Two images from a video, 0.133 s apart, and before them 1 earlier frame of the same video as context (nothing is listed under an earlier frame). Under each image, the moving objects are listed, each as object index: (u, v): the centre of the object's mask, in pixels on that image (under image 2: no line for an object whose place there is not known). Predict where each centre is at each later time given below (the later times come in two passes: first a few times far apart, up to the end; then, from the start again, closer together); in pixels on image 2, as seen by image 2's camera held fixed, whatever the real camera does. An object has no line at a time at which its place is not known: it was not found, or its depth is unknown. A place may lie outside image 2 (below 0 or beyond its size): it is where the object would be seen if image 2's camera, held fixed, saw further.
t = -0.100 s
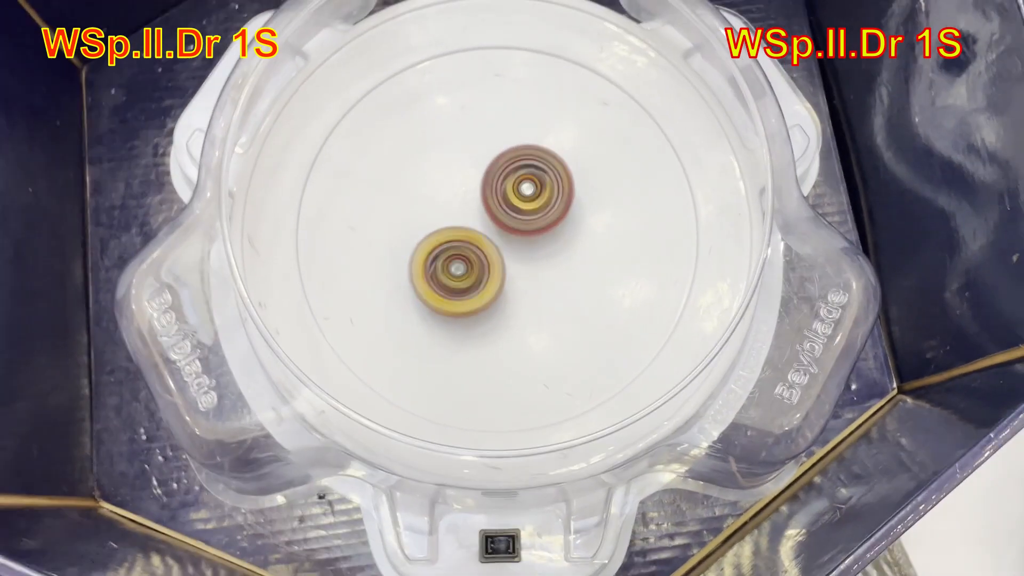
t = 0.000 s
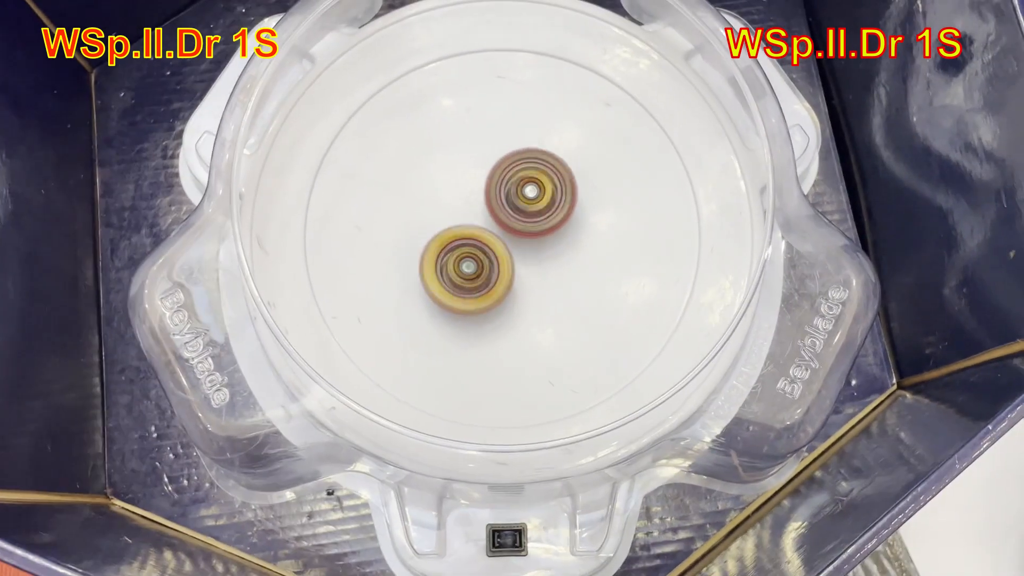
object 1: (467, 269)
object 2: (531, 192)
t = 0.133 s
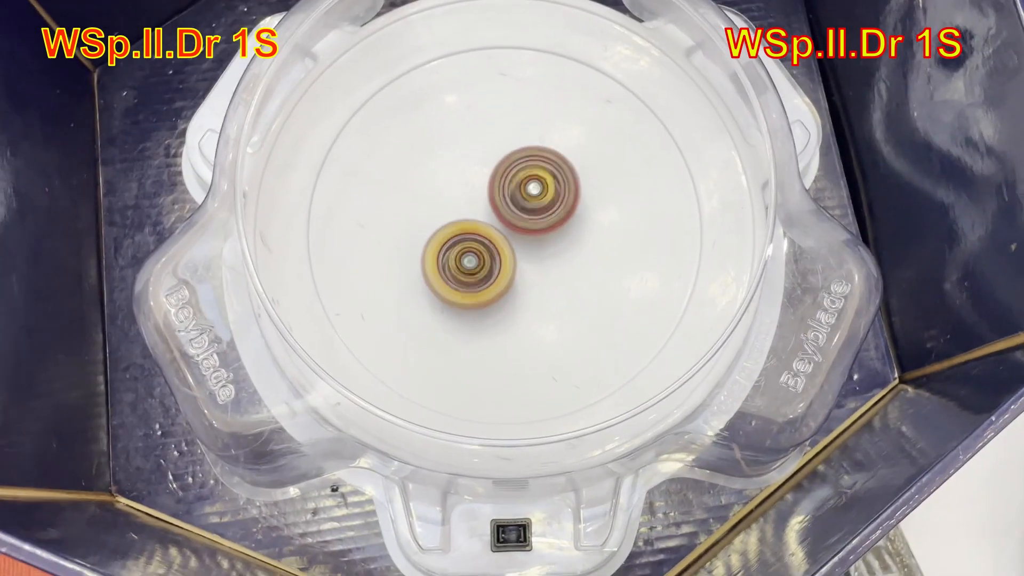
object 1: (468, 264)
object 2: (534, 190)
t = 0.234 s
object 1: (470, 263)
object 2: (535, 194)
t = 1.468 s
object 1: (473, 259)
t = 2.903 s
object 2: (530, 185)
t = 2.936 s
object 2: (531, 186)
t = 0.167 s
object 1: (470, 263)
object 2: (534, 191)
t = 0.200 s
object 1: (471, 263)
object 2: (535, 194)
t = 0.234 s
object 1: (470, 263)
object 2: (535, 194)
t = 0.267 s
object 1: (469, 264)
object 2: (535, 194)
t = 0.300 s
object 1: (470, 263)
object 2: (536, 196)
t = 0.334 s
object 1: (471, 263)
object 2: (537, 196)
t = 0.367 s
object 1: (470, 263)
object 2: (537, 197)
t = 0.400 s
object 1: (470, 263)
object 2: (537, 197)
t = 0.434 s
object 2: (538, 195)
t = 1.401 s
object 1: (473, 259)
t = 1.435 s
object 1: (473, 259)
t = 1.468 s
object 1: (473, 259)
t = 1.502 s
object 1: (472, 259)
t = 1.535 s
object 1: (472, 258)
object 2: (530, 184)
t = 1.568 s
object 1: (471, 258)
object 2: (528, 185)
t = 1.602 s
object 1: (471, 258)
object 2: (527, 184)
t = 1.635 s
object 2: (527, 184)
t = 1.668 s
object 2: (527, 184)
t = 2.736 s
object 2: (528, 189)
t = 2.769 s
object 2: (529, 187)
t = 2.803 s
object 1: (469, 271)
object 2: (530, 186)
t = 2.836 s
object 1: (470, 271)
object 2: (531, 186)
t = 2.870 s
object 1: (471, 271)
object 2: (531, 186)
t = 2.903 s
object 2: (530, 185)
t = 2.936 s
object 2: (531, 186)
